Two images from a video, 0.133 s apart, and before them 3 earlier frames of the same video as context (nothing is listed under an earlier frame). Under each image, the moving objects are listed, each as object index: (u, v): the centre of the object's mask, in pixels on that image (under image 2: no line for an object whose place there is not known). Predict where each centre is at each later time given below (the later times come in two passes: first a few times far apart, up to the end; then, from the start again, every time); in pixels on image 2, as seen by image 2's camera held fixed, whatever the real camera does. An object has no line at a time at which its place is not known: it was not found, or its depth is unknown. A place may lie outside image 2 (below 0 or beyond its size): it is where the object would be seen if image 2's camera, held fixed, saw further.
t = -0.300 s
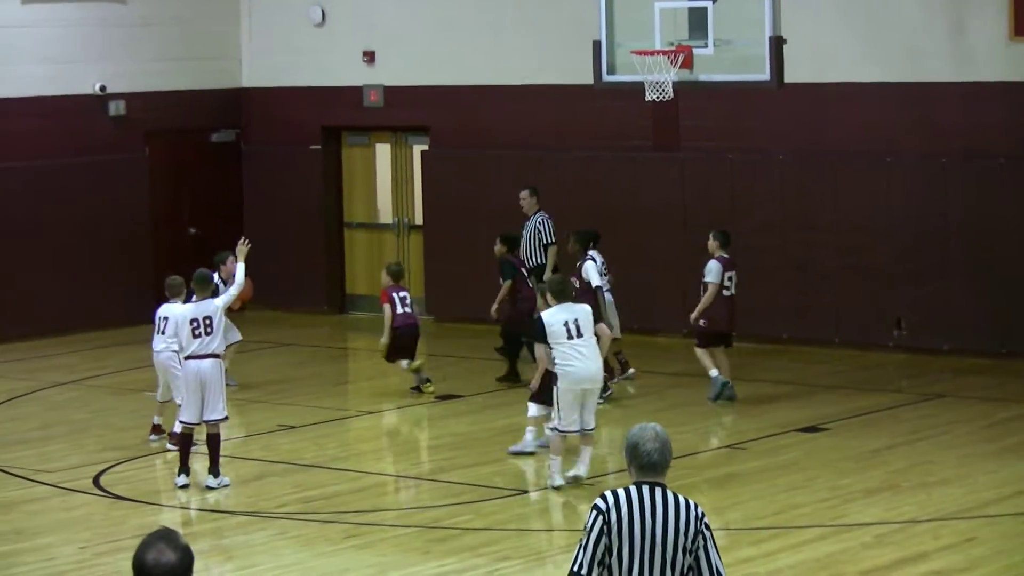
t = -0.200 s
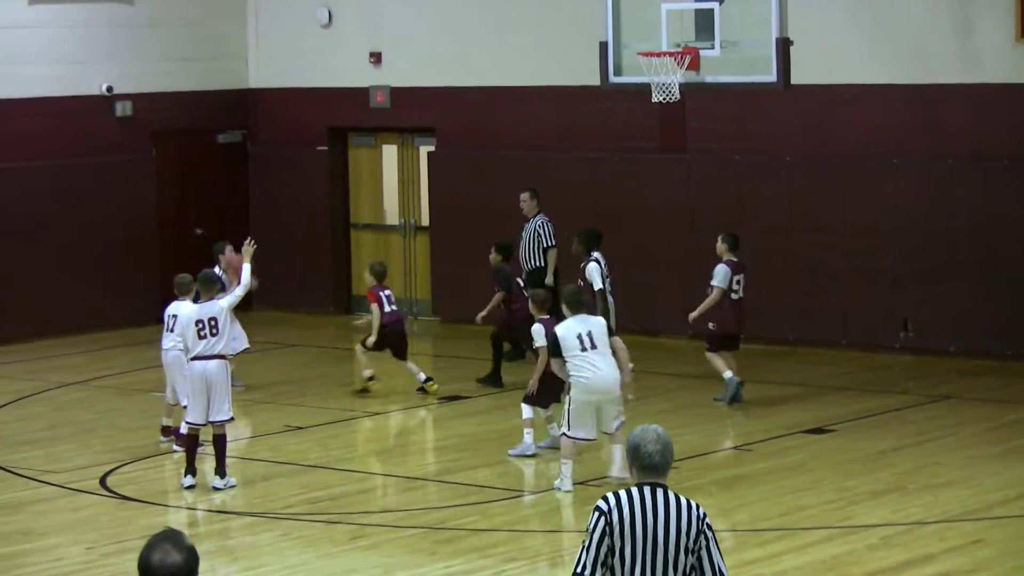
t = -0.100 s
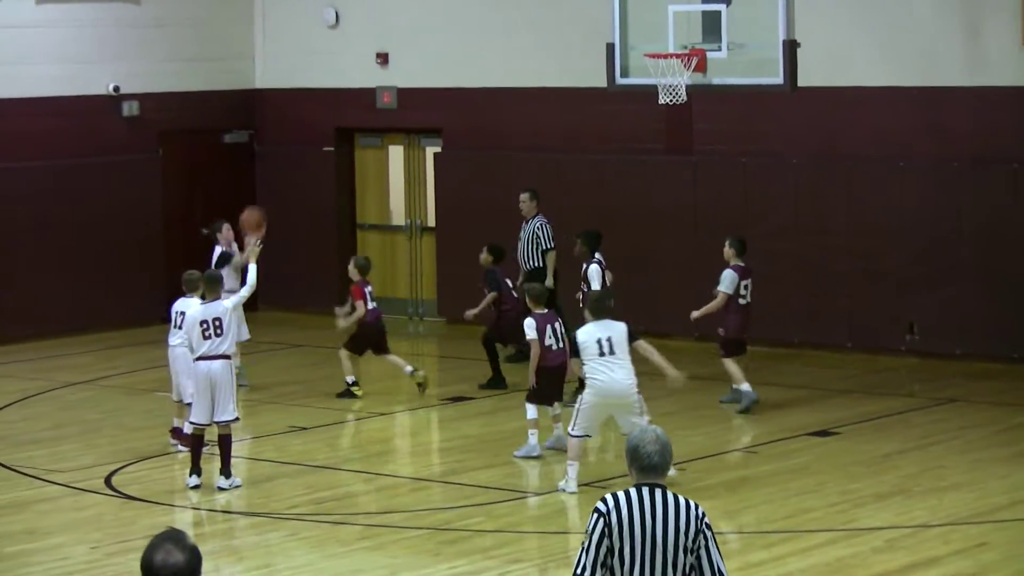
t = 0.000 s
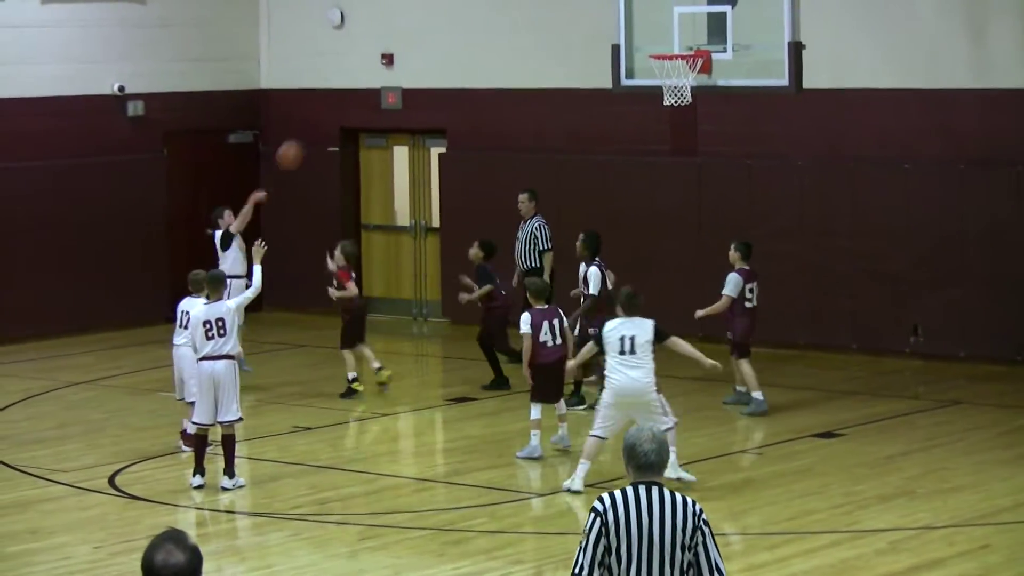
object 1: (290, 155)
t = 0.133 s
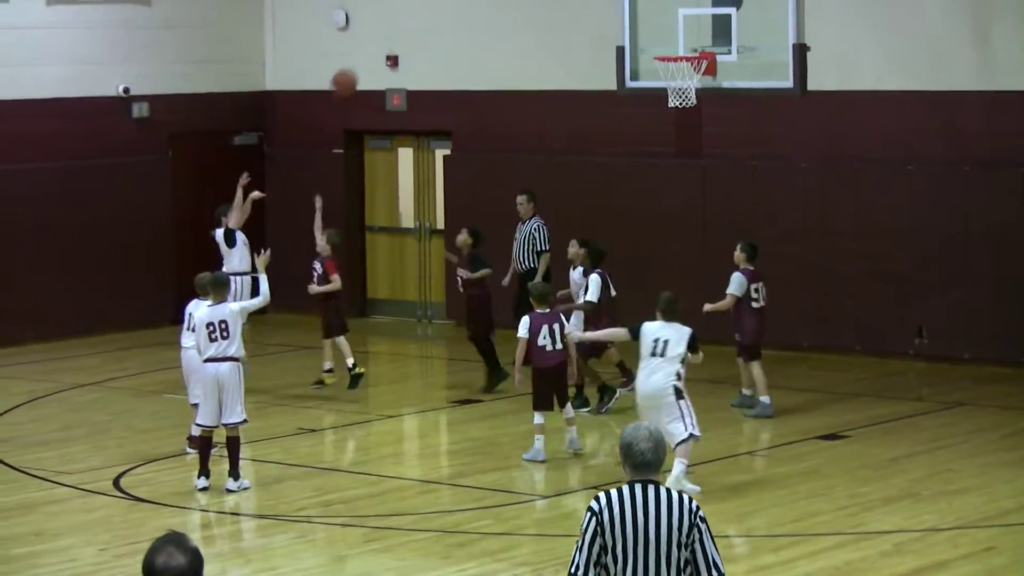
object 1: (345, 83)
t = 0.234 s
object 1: (382, 37)
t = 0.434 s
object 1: (458, -22)
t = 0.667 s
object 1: (550, -35)
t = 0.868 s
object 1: (629, 1)
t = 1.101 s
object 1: (705, 74)
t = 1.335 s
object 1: (694, 103)
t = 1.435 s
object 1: (686, 128)
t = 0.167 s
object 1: (357, 66)
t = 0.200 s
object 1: (369, 51)
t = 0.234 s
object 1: (382, 37)
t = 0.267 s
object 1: (394, 24)
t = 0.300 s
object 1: (407, 13)
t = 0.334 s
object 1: (420, 3)
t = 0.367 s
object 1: (432, -6)
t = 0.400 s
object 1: (445, -16)
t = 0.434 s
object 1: (458, -22)
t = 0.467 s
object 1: (471, -27)
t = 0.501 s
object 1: (484, -31)
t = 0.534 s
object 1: (498, -34)
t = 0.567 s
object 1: (510, -36)
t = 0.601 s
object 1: (524, -37)
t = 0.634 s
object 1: (537, -37)
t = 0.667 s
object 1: (550, -35)
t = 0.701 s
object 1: (563, -32)
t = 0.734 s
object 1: (576, -28)
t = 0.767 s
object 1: (590, -23)
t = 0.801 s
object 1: (603, -16)
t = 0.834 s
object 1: (615, -9)
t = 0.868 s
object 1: (629, 1)
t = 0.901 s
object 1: (643, 12)
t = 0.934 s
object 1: (656, 24)
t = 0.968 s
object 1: (669, 37)
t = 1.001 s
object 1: (683, 47)
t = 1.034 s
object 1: (695, 71)
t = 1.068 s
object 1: (704, 72)
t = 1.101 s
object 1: (705, 74)
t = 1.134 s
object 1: (707, 70)
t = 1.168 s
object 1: (705, 87)
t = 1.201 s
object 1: (705, 89)
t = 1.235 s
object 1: (703, 90)
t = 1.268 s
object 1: (701, 94)
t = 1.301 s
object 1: (698, 98)
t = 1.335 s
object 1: (694, 103)
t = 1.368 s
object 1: (691, 108)
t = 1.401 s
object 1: (689, 116)
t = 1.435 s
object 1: (686, 128)
